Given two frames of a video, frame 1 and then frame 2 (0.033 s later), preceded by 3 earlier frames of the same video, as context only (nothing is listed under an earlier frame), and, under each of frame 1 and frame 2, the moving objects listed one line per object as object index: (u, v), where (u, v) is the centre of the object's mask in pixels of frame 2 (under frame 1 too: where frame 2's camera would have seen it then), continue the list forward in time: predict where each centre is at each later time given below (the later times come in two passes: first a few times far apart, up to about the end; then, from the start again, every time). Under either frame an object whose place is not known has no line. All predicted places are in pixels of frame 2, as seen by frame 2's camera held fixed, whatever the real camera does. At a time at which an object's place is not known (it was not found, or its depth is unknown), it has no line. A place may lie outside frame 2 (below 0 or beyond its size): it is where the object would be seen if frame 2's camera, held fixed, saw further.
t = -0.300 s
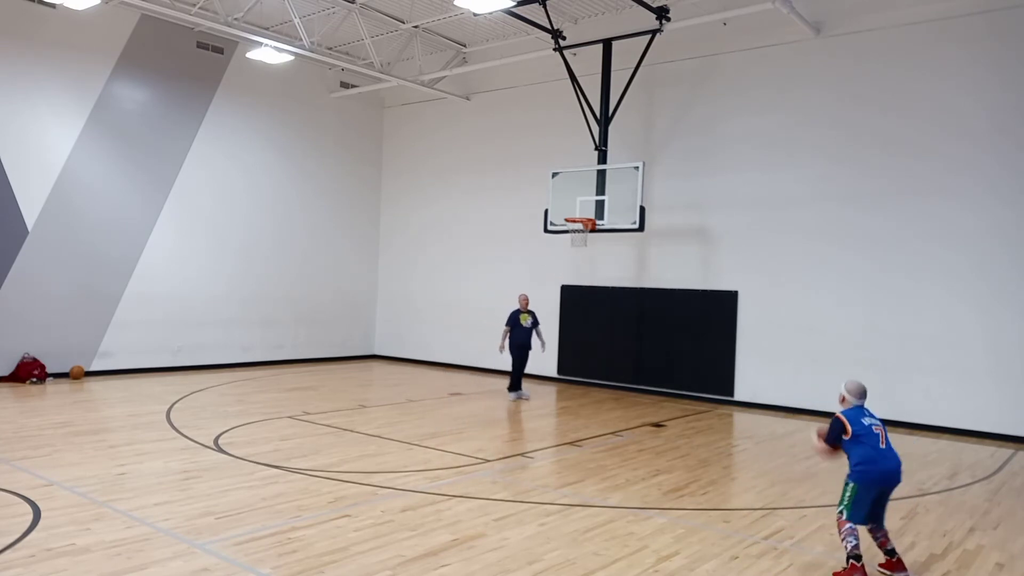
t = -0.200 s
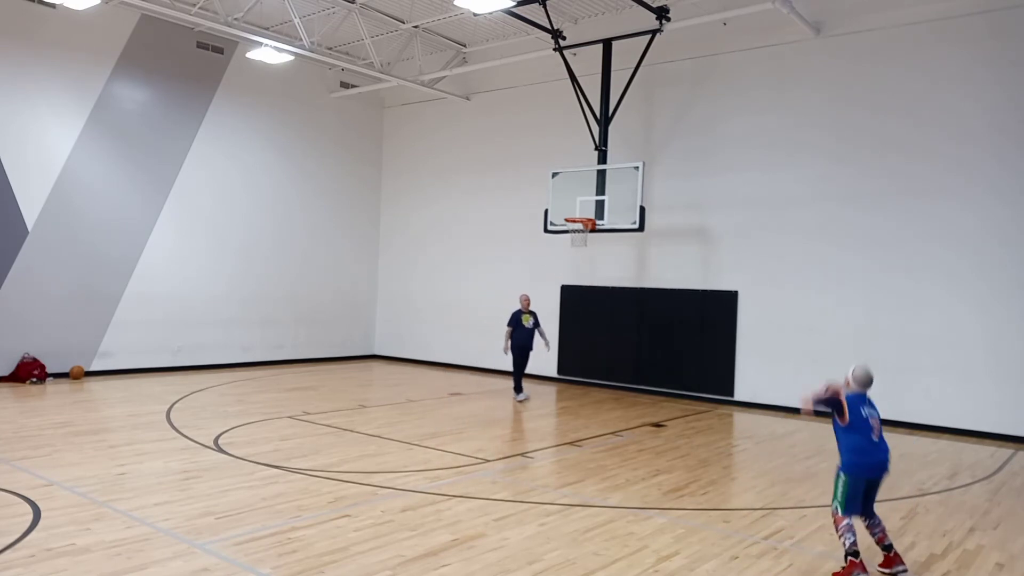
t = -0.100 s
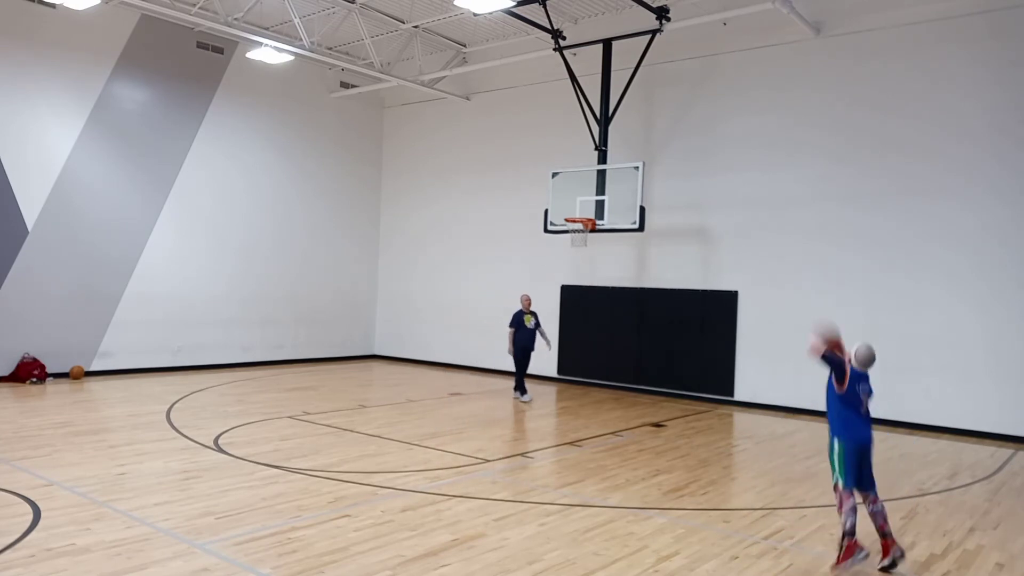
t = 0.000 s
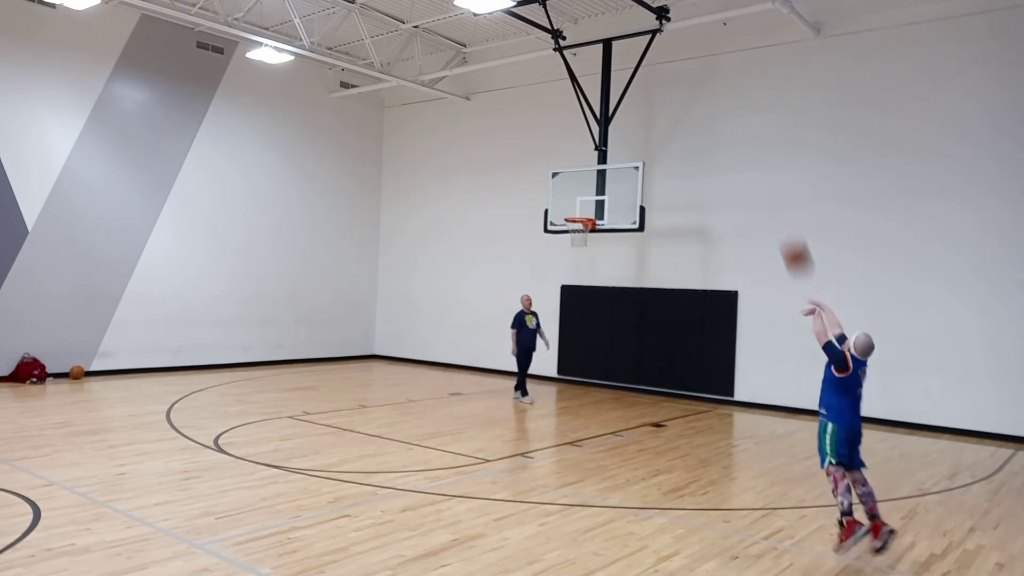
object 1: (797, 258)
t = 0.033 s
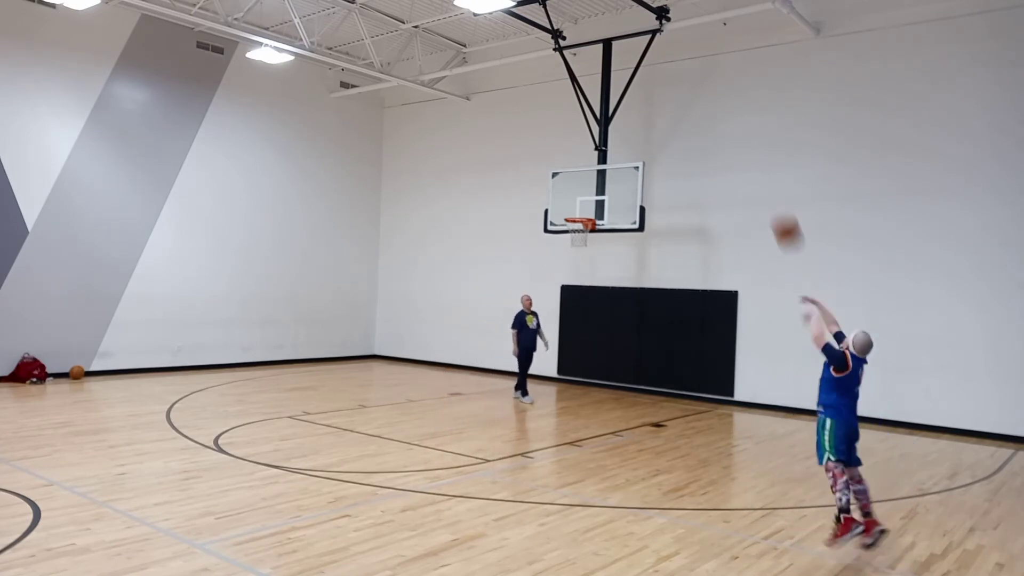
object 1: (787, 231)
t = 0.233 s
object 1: (738, 125)
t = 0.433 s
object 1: (699, 77)
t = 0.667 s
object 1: (663, 72)
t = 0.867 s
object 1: (637, 100)
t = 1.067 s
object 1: (614, 149)
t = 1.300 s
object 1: (602, 211)
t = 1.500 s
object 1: (660, 197)
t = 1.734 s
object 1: (730, 212)
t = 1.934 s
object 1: (791, 255)
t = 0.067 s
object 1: (778, 209)
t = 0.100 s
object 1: (769, 189)
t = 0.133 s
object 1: (761, 169)
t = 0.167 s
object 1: (753, 152)
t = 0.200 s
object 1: (745, 137)
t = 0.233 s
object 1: (738, 125)
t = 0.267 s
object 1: (731, 114)
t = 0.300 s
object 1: (724, 104)
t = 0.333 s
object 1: (717, 96)
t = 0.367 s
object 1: (711, 88)
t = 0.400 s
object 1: (705, 82)
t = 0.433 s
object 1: (699, 77)
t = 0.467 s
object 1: (693, 74)
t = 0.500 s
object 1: (688, 71)
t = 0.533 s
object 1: (682, 69)
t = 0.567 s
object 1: (677, 69)
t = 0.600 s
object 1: (672, 69)
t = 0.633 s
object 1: (668, 70)
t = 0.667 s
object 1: (663, 72)
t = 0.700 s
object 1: (658, 75)
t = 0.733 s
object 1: (653, 79)
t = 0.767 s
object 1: (649, 83)
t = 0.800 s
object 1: (645, 88)
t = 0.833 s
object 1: (641, 93)
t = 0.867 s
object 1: (637, 100)
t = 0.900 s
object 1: (633, 107)
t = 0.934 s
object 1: (629, 114)
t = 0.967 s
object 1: (625, 122)
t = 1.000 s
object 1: (621, 131)
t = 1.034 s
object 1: (618, 140)
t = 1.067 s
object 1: (614, 149)
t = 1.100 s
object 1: (610, 159)
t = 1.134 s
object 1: (607, 170)
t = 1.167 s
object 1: (603, 179)
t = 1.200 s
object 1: (601, 189)
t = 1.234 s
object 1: (598, 204)
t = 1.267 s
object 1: (596, 213)
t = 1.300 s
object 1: (602, 211)
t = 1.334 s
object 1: (613, 207)
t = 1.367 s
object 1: (622, 204)
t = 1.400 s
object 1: (632, 201)
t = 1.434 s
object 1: (641, 199)
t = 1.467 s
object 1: (651, 198)
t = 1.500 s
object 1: (660, 197)
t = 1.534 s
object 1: (670, 197)
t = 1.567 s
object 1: (680, 198)
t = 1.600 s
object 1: (690, 199)
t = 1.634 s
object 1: (700, 202)
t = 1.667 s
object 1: (709, 204)
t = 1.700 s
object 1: (720, 208)
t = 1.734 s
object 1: (730, 212)
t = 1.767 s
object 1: (740, 217)
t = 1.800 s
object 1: (750, 223)
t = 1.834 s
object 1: (760, 230)
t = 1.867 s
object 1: (770, 237)
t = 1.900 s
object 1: (781, 246)
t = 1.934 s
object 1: (791, 255)
